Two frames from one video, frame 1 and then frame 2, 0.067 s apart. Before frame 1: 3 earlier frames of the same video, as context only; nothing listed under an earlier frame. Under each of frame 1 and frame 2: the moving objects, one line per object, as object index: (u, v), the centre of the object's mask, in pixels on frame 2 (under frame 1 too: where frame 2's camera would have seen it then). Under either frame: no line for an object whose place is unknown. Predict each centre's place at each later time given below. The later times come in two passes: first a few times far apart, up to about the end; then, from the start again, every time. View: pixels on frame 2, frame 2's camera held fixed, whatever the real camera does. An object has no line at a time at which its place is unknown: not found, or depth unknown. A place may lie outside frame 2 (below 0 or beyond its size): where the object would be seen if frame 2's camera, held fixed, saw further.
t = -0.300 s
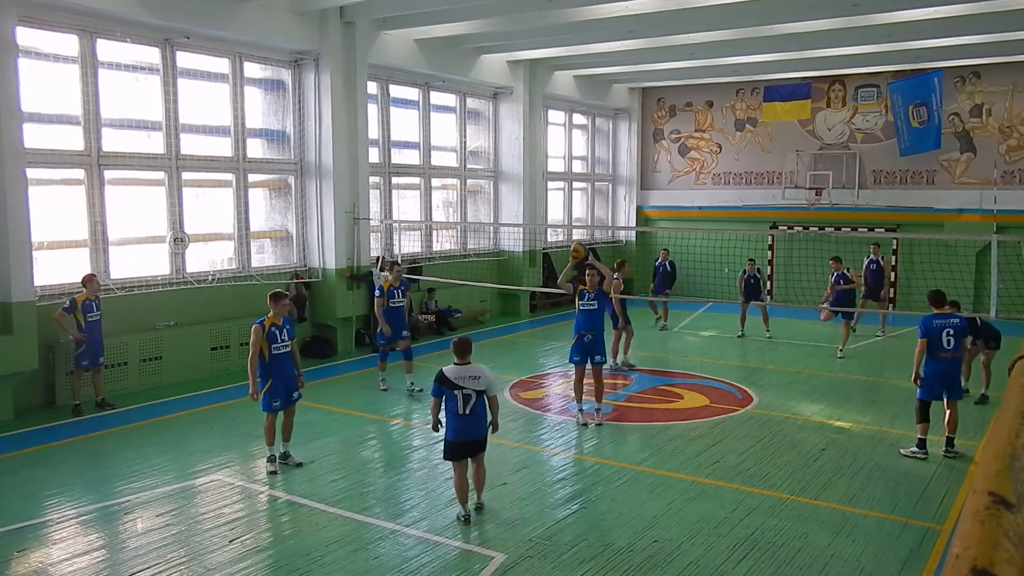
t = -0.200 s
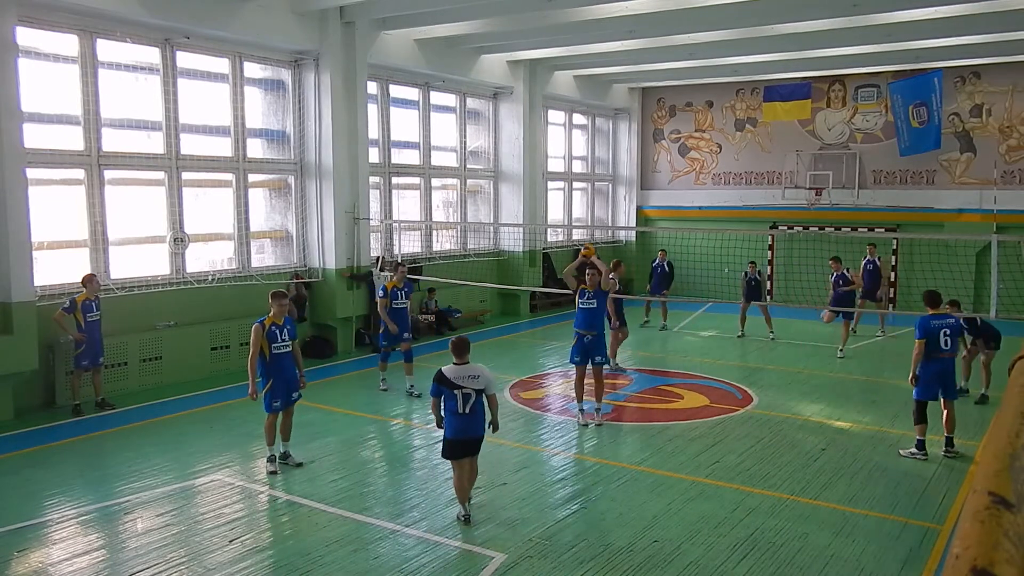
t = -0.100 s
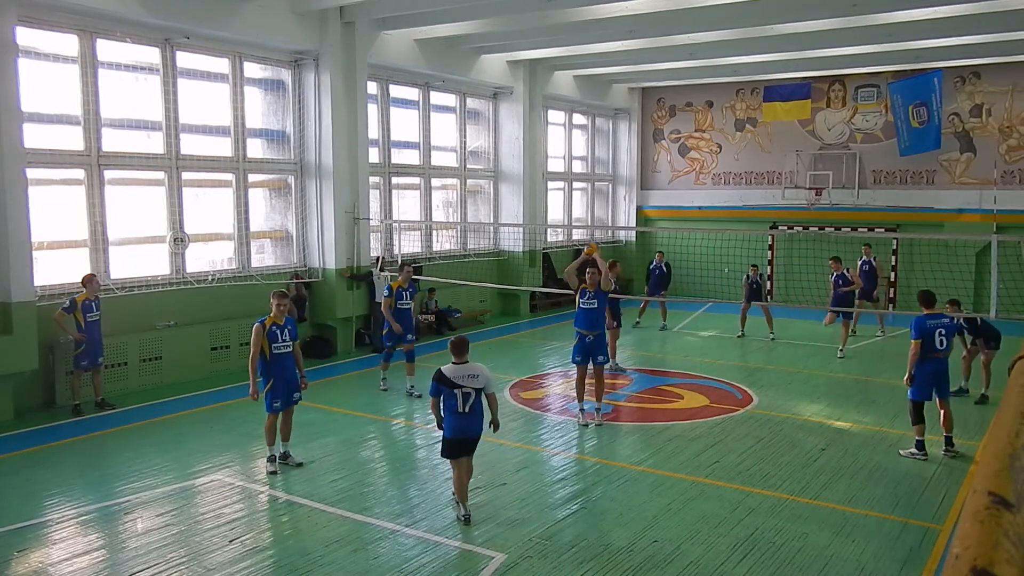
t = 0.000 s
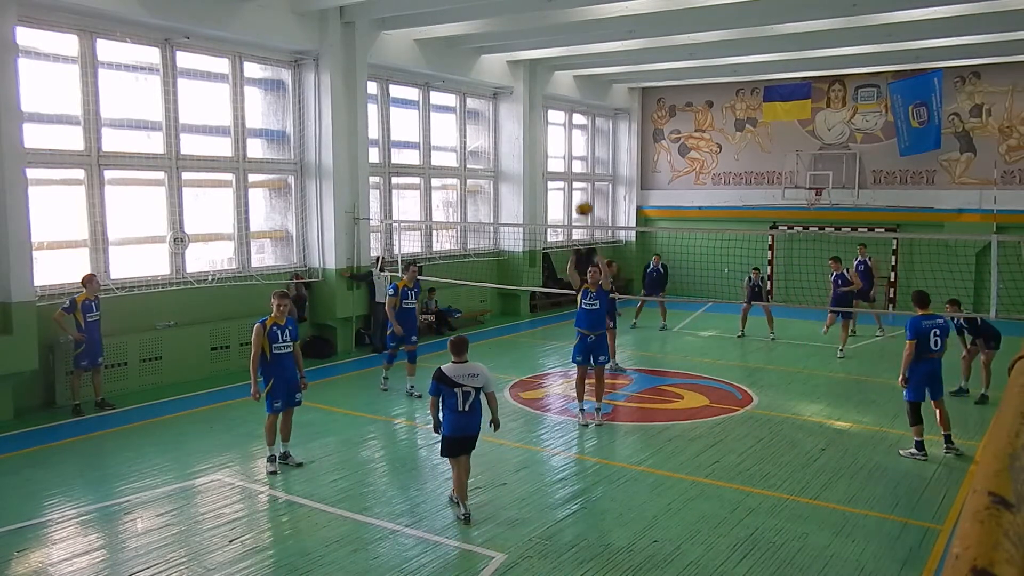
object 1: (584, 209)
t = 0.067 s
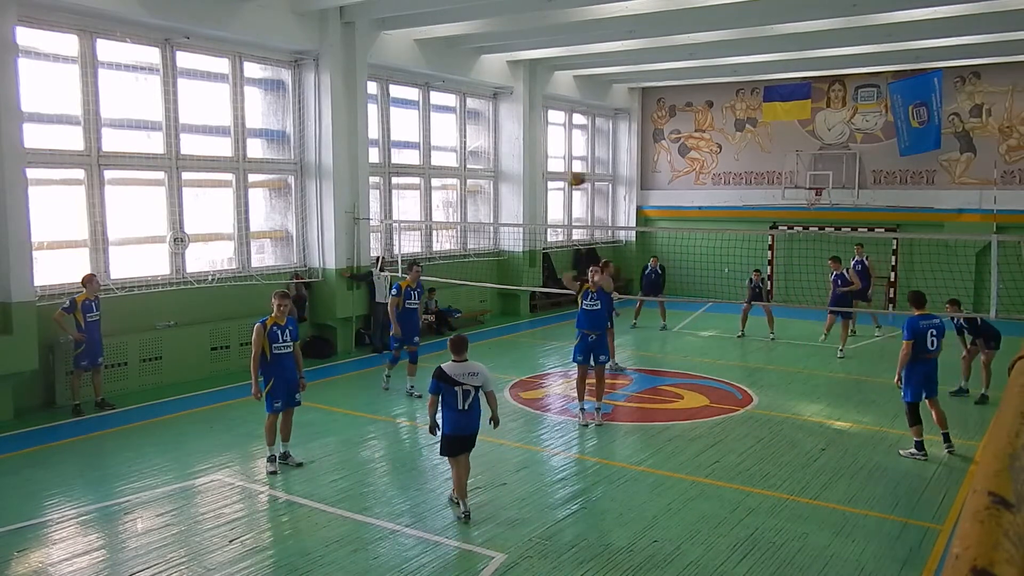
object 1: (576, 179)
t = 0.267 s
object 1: (549, 101)
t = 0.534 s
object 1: (495, 33)
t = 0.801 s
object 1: (413, 37)
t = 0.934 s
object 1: (352, 88)
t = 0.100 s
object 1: (572, 165)
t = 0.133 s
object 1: (569, 152)
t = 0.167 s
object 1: (565, 138)
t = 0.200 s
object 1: (560, 126)
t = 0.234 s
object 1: (554, 112)
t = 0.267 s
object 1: (549, 101)
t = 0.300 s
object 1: (543, 90)
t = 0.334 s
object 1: (537, 80)
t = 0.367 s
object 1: (530, 70)
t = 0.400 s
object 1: (524, 61)
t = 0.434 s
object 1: (517, 53)
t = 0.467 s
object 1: (510, 45)
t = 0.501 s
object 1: (503, 39)
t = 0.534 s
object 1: (495, 33)
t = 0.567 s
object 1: (486, 28)
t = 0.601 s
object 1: (477, 25)
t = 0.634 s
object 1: (468, 23)
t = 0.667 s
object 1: (458, 22)
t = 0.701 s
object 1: (448, 23)
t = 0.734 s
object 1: (437, 26)
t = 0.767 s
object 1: (425, 30)
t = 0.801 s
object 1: (413, 37)
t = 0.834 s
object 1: (399, 46)
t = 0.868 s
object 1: (385, 57)
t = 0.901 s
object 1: (369, 71)
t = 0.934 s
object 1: (352, 88)
